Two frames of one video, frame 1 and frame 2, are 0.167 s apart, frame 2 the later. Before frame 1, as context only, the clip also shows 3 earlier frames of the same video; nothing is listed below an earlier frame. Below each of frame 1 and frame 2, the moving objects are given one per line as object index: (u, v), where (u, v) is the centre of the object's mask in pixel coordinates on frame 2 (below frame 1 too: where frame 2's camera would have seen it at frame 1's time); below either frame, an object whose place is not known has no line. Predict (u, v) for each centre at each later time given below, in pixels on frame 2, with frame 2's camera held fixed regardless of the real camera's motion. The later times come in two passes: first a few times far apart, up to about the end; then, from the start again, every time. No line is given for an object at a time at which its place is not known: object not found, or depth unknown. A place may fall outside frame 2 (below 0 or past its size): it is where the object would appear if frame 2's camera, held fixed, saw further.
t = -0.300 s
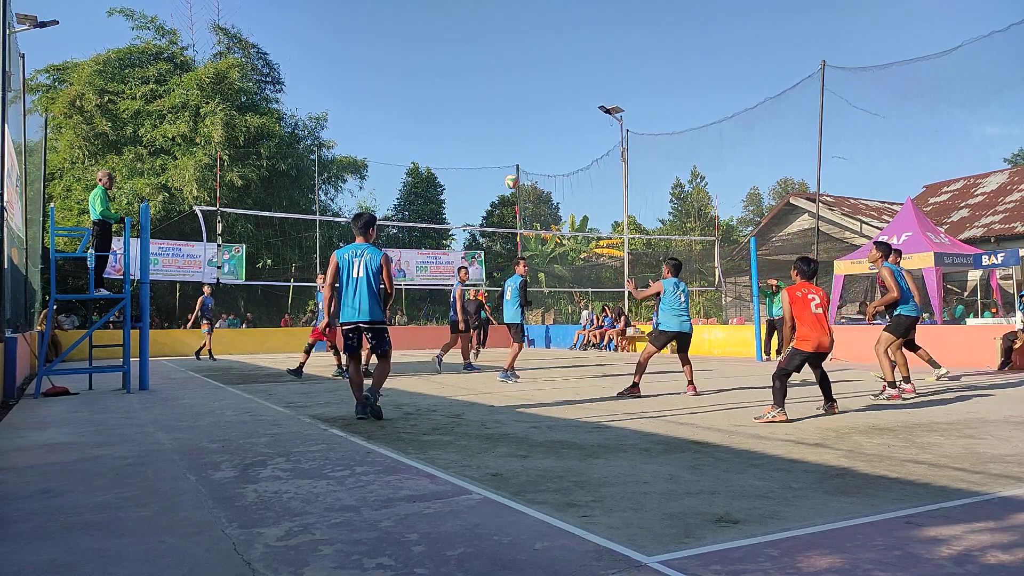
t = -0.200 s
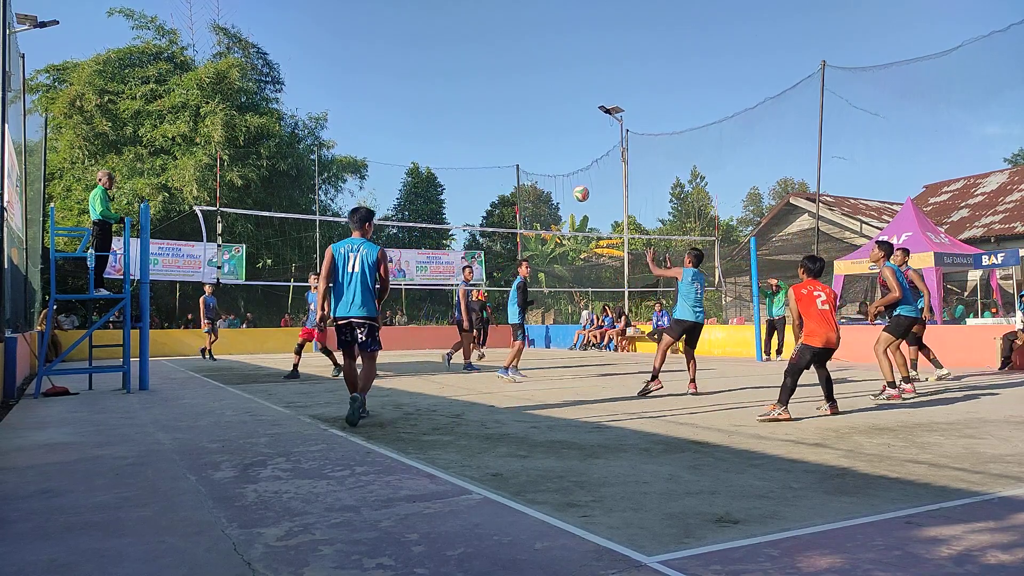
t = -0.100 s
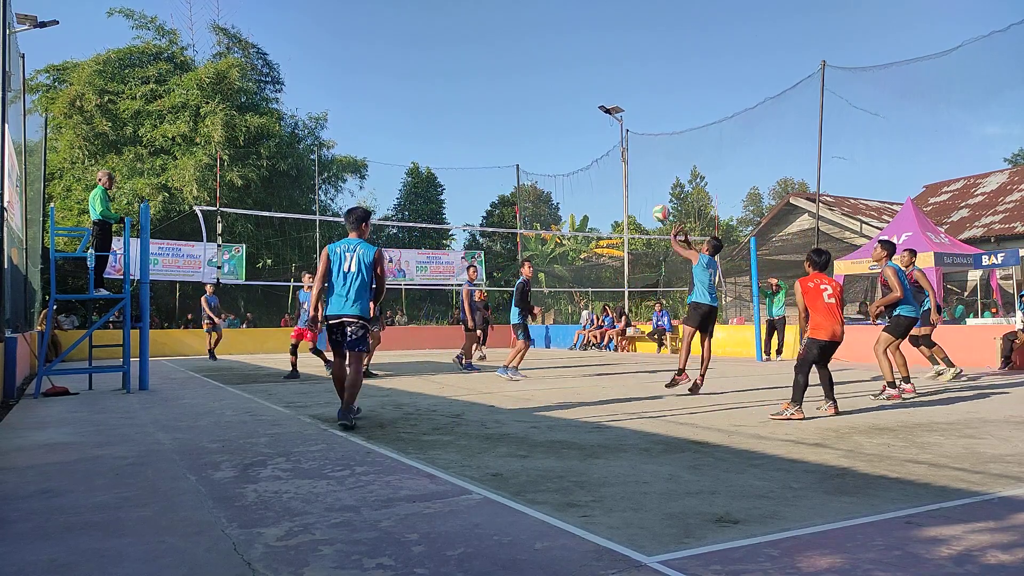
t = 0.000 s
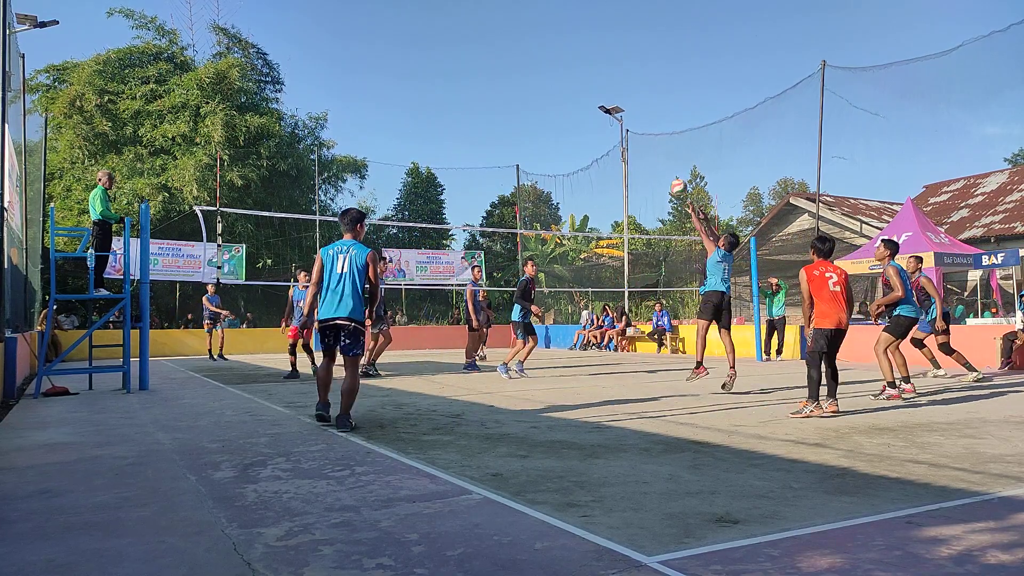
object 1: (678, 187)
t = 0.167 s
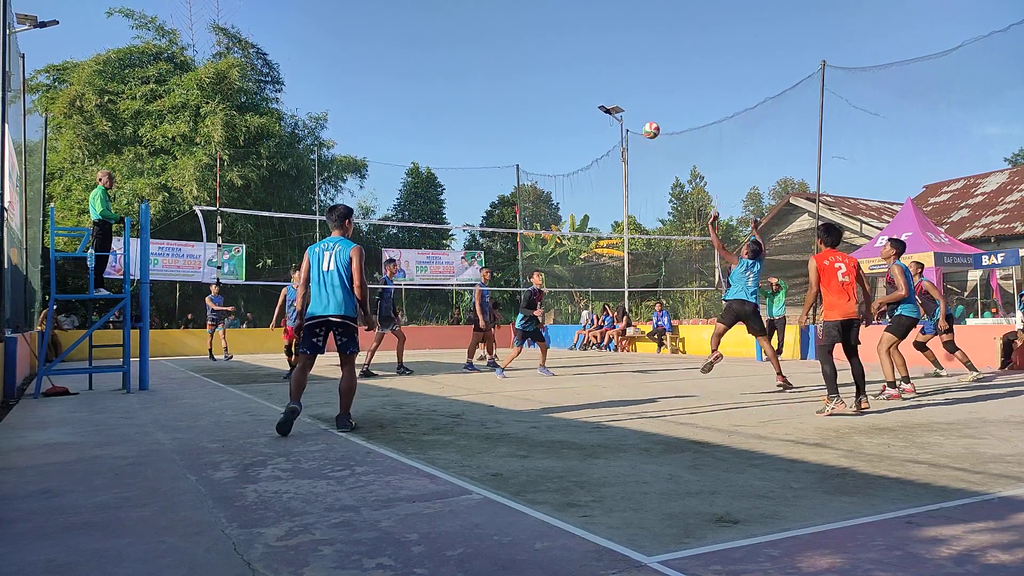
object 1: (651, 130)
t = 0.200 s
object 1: (646, 122)
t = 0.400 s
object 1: (617, 92)
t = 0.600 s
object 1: (590, 92)
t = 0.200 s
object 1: (646, 122)
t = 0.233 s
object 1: (640, 114)
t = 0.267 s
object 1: (636, 108)
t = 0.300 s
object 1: (631, 103)
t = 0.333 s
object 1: (626, 98)
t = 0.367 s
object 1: (621, 94)
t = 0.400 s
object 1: (617, 92)
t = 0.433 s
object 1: (612, 90)
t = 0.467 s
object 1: (608, 89)
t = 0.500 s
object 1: (603, 89)
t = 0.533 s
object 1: (599, 89)
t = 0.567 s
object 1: (595, 90)
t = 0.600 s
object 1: (590, 92)
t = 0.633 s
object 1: (586, 95)
